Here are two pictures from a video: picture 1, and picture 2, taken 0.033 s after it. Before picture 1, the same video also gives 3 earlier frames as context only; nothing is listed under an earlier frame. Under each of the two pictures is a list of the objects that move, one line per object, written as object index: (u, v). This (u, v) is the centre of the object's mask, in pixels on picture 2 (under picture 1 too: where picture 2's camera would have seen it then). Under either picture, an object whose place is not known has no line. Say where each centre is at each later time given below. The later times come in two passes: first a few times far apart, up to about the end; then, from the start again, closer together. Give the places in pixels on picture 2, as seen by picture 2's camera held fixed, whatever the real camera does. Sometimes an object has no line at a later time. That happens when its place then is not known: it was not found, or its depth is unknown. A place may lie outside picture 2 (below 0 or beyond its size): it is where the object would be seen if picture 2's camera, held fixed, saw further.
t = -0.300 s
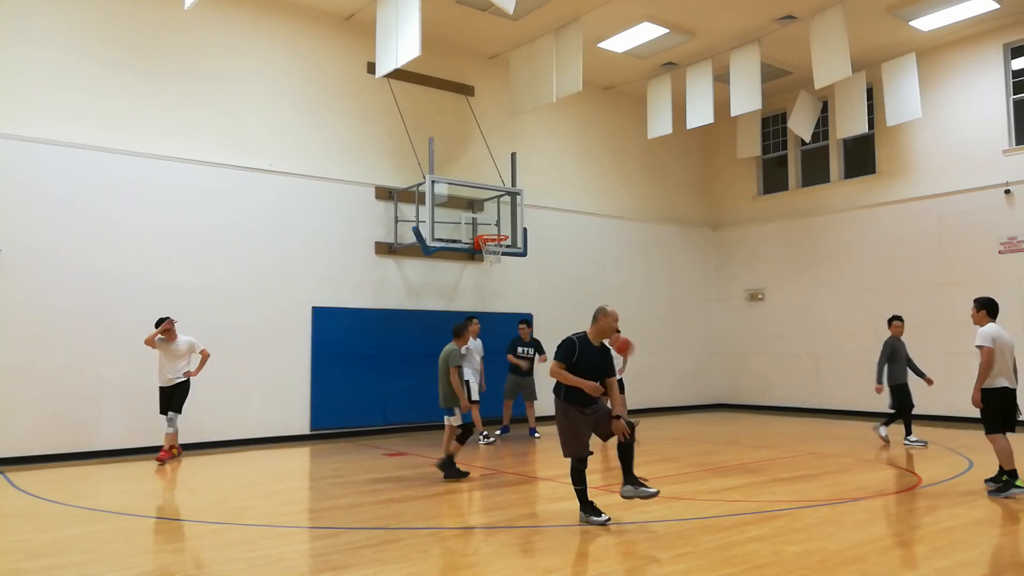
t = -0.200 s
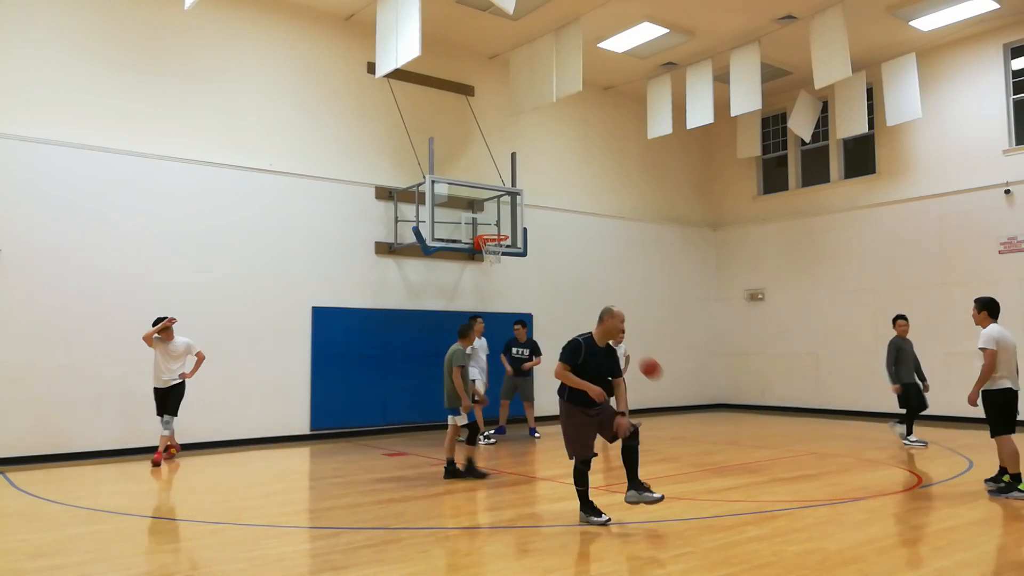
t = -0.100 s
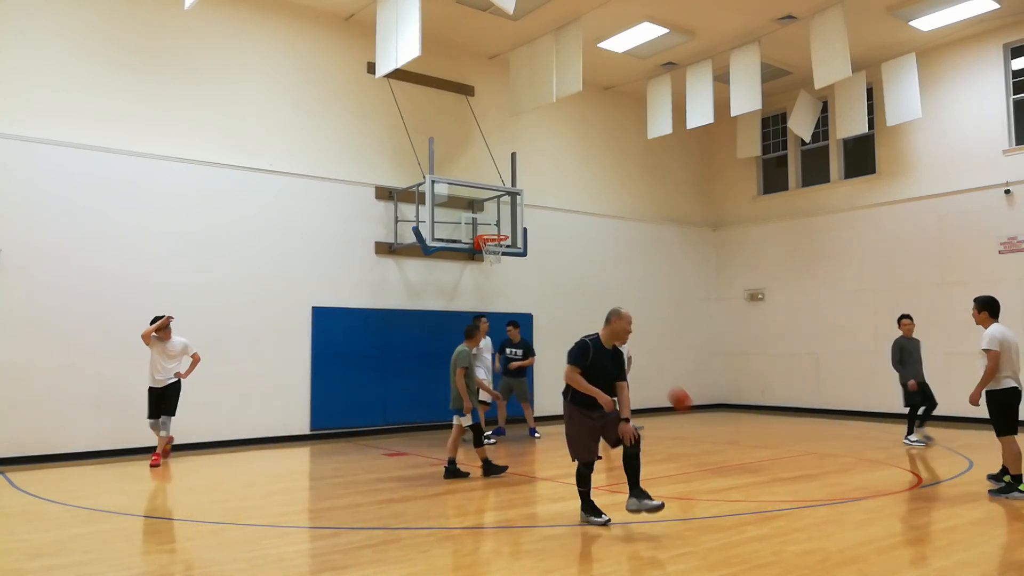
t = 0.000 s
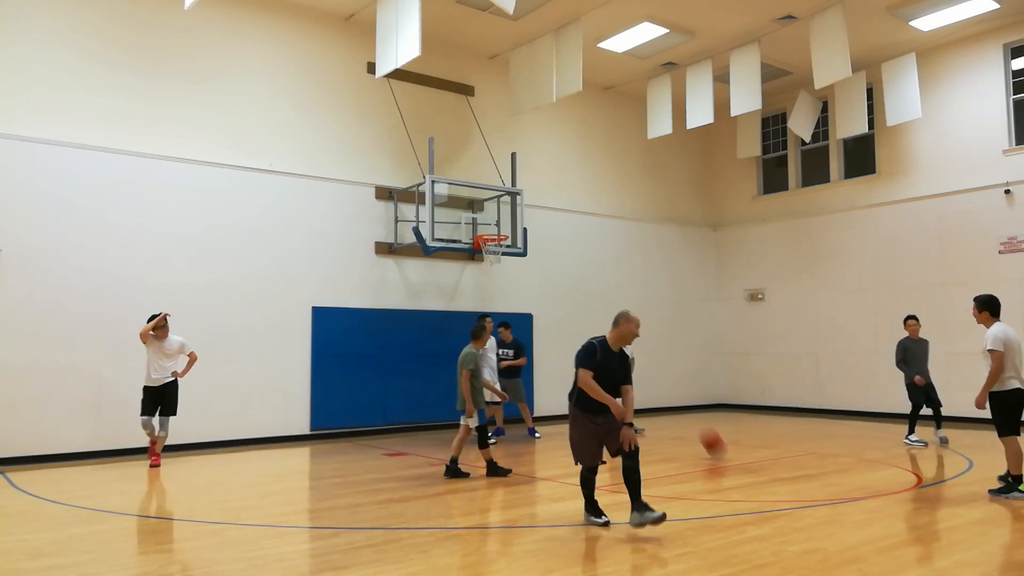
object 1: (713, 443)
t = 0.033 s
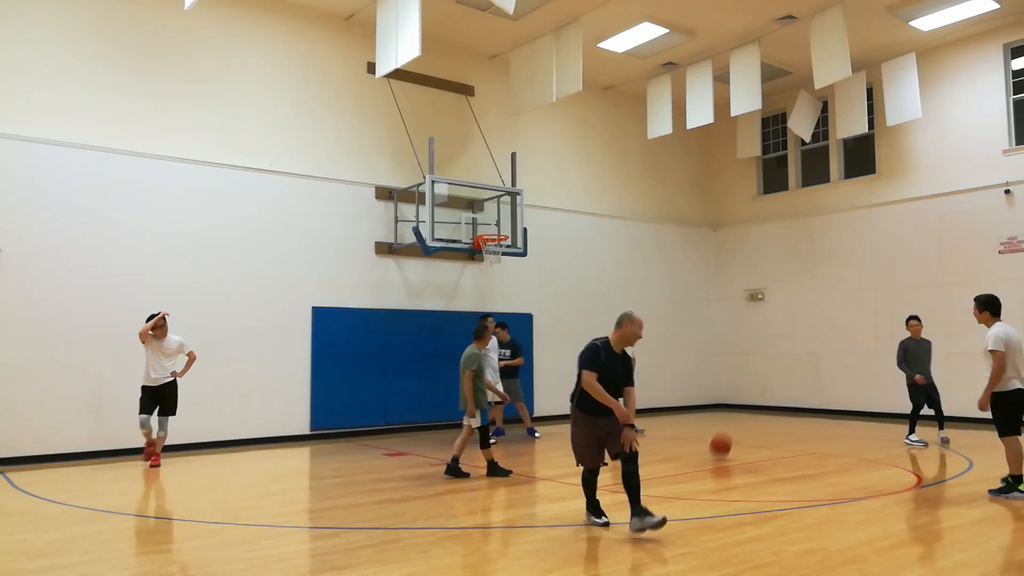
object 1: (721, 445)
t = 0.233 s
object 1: (749, 390)
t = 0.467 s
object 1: (787, 367)
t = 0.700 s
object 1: (831, 393)
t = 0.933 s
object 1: (886, 470)
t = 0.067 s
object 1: (725, 434)
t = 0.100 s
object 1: (730, 424)
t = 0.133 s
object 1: (734, 415)
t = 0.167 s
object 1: (739, 405)
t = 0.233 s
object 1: (749, 390)
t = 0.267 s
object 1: (754, 384)
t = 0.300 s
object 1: (759, 379)
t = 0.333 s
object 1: (765, 375)
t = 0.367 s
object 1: (770, 371)
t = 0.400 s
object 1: (776, 369)
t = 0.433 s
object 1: (781, 367)
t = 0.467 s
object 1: (787, 367)
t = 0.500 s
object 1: (793, 367)
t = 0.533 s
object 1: (799, 369)
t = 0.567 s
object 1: (805, 372)
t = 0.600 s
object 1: (811, 375)
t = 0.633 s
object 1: (818, 380)
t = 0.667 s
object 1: (825, 386)
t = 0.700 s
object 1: (831, 393)
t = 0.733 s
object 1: (839, 402)
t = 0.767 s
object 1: (846, 413)
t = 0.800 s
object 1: (854, 424)
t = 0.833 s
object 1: (861, 436)
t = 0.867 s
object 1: (869, 451)
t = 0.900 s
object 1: (876, 465)
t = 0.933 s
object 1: (886, 470)
